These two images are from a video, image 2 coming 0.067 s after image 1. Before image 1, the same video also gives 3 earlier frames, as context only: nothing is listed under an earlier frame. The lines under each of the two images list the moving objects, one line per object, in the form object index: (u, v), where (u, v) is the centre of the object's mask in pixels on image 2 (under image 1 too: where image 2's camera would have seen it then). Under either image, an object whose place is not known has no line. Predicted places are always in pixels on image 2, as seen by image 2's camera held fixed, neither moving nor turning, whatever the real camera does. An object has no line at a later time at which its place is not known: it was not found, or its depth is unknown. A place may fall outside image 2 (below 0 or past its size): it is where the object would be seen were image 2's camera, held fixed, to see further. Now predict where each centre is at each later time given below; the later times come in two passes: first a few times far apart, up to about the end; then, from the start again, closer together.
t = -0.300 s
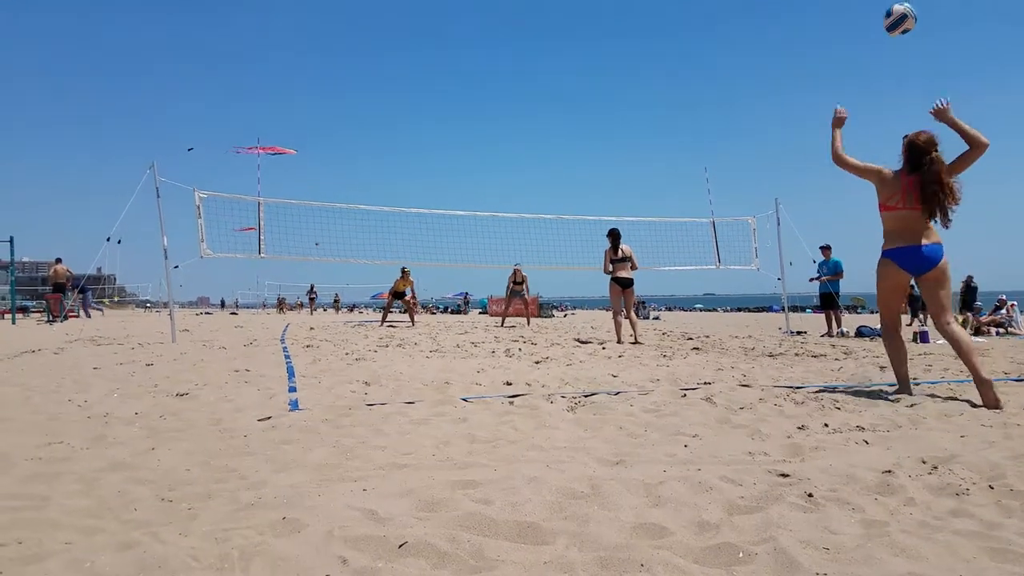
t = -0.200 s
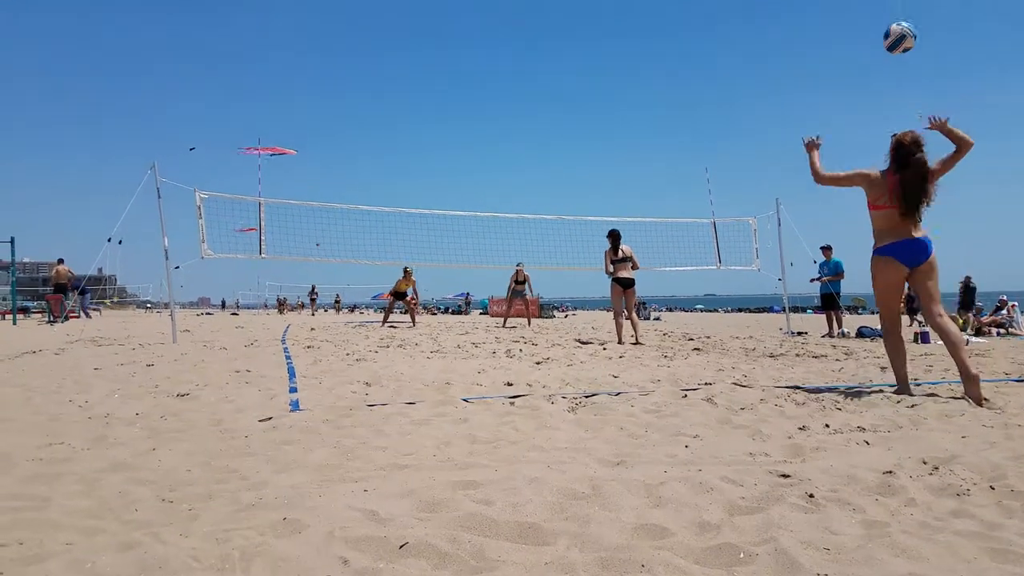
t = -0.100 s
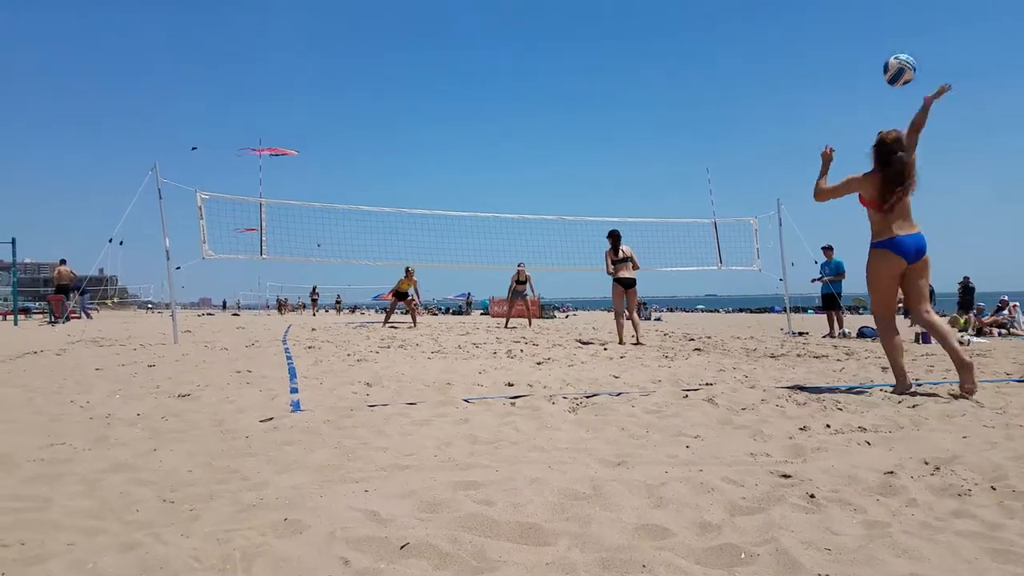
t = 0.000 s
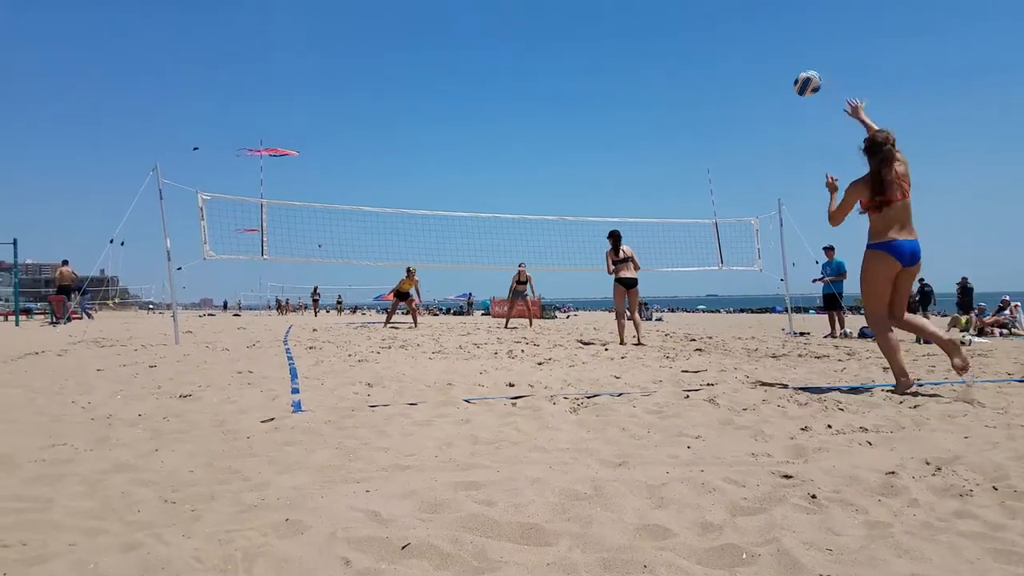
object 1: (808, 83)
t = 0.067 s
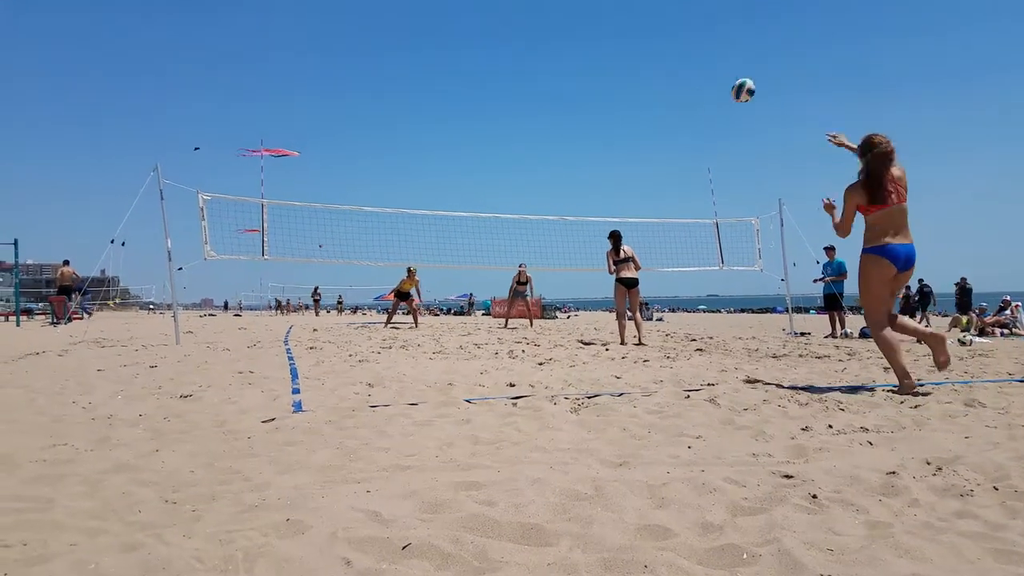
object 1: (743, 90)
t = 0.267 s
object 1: (622, 125)
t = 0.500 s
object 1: (551, 181)
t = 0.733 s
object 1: (509, 247)
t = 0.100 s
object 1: (716, 95)
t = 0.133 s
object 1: (692, 99)
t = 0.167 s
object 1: (672, 105)
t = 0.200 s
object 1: (654, 111)
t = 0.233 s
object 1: (637, 118)
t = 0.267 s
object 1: (622, 125)
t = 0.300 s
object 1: (609, 132)
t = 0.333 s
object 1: (597, 139)
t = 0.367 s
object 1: (587, 147)
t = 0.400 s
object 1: (577, 155)
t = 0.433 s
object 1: (567, 164)
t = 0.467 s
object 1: (559, 172)
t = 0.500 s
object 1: (551, 181)
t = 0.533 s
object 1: (544, 189)
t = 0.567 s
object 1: (537, 198)
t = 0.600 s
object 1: (530, 208)
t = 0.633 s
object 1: (524, 218)
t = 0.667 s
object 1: (519, 227)
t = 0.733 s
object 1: (509, 247)
